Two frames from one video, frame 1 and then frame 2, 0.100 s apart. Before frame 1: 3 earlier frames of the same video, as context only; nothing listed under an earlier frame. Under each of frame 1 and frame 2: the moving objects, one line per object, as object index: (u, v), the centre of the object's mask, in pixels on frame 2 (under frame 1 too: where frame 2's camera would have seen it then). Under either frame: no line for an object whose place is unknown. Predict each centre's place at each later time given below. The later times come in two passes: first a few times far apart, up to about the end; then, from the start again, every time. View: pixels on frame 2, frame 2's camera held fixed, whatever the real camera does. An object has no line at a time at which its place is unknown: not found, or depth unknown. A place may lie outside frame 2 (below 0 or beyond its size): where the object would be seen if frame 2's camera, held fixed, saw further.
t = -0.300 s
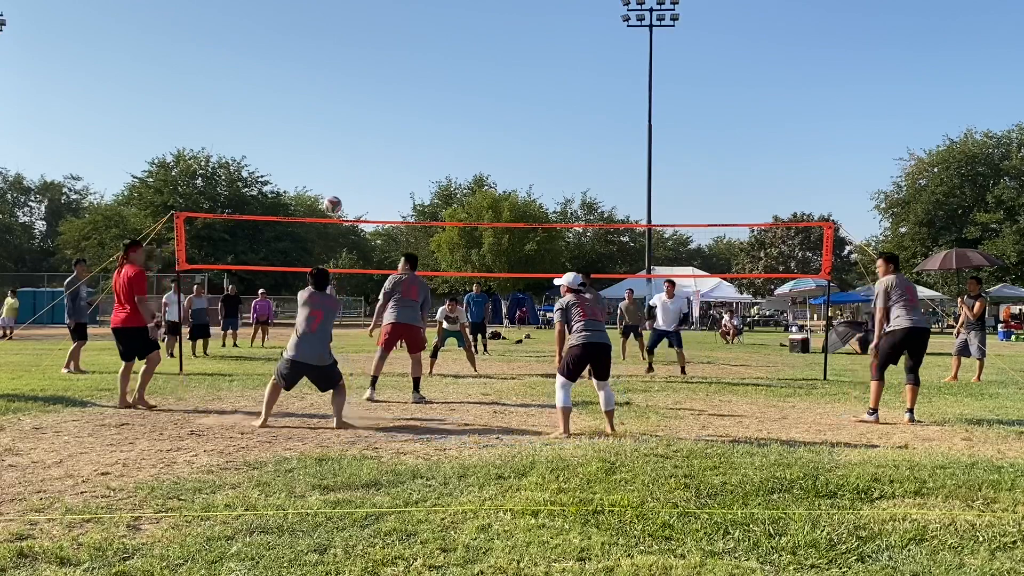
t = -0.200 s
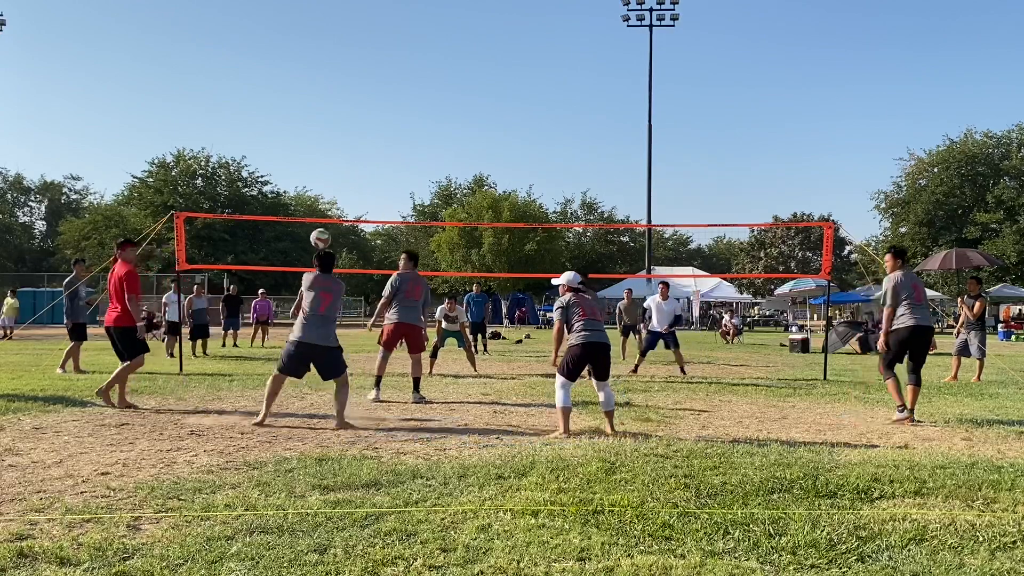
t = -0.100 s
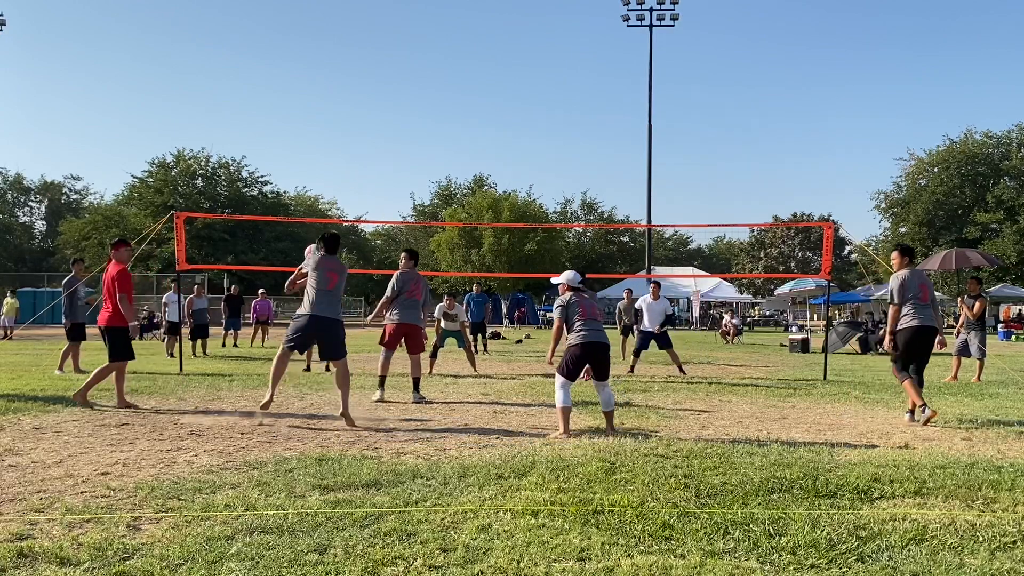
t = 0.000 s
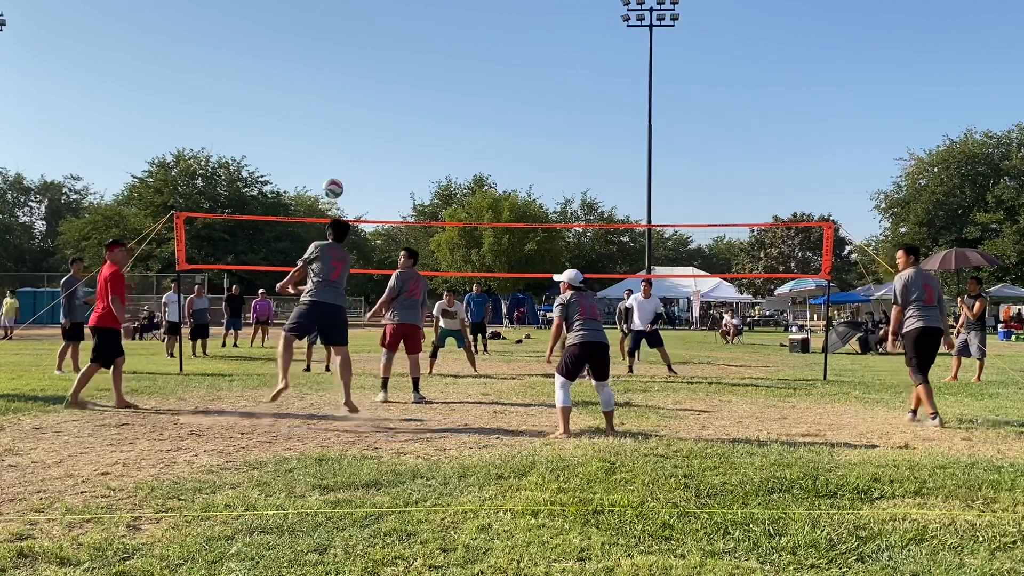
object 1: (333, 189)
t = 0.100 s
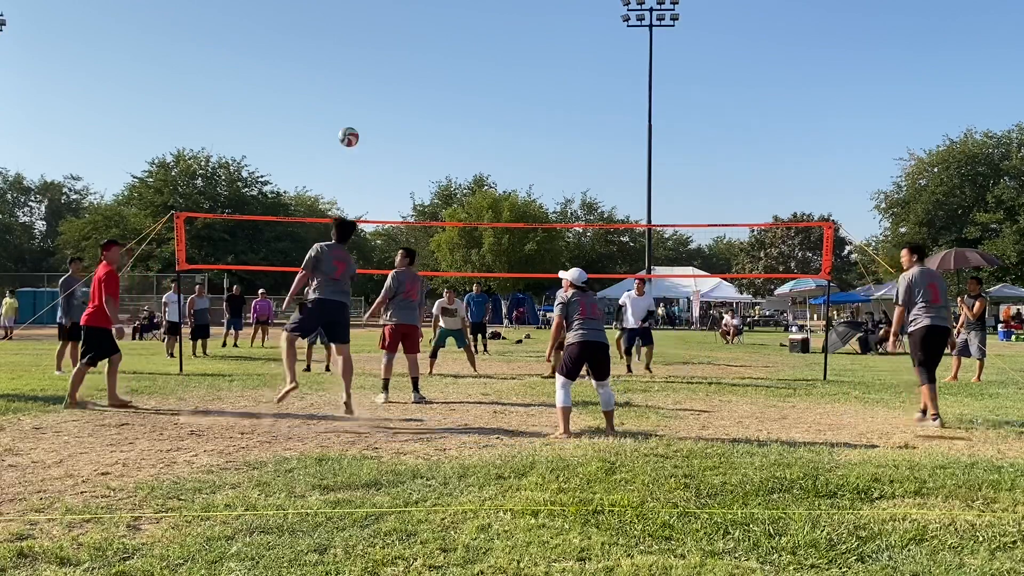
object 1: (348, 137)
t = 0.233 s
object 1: (368, 87)
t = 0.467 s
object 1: (401, 46)
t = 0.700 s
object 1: (429, 53)
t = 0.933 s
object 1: (454, 99)
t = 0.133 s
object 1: (354, 122)
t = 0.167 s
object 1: (359, 109)
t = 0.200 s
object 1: (364, 98)
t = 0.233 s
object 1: (368, 87)
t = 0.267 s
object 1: (373, 78)
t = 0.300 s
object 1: (378, 70)
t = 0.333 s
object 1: (383, 63)
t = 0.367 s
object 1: (387, 57)
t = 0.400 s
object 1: (392, 52)
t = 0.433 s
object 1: (396, 48)
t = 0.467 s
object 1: (401, 46)
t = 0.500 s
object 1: (405, 44)
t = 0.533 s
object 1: (409, 43)
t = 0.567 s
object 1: (414, 44)
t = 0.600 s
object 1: (418, 45)
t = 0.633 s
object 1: (421, 46)
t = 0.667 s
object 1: (425, 49)
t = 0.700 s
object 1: (429, 53)
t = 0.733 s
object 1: (433, 57)
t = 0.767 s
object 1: (437, 62)
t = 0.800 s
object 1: (441, 68)
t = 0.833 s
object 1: (444, 75)
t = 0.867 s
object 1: (448, 82)
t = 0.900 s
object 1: (451, 90)
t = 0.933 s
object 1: (454, 99)
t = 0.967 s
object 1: (458, 108)
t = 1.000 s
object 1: (461, 118)
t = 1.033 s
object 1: (464, 129)
